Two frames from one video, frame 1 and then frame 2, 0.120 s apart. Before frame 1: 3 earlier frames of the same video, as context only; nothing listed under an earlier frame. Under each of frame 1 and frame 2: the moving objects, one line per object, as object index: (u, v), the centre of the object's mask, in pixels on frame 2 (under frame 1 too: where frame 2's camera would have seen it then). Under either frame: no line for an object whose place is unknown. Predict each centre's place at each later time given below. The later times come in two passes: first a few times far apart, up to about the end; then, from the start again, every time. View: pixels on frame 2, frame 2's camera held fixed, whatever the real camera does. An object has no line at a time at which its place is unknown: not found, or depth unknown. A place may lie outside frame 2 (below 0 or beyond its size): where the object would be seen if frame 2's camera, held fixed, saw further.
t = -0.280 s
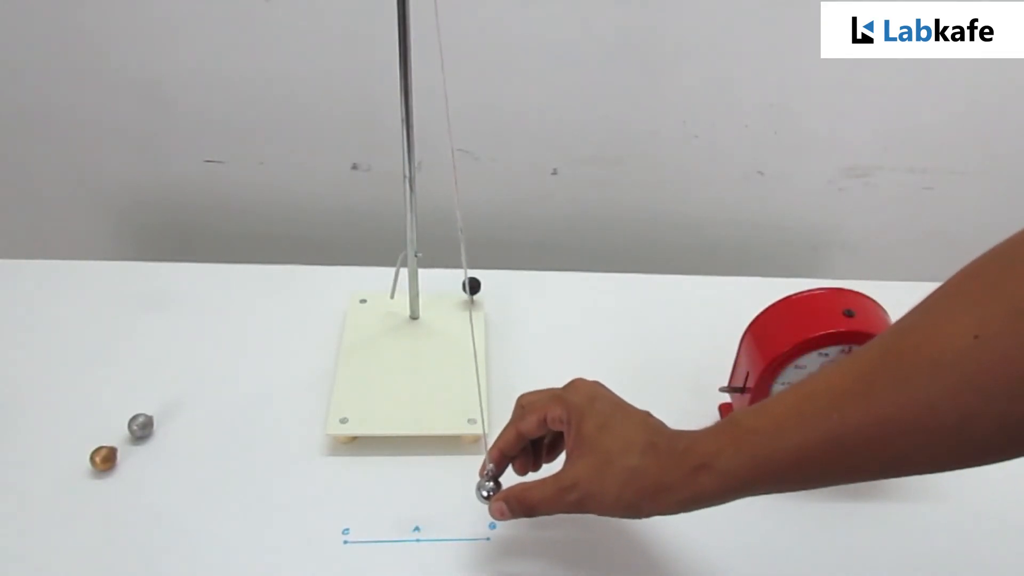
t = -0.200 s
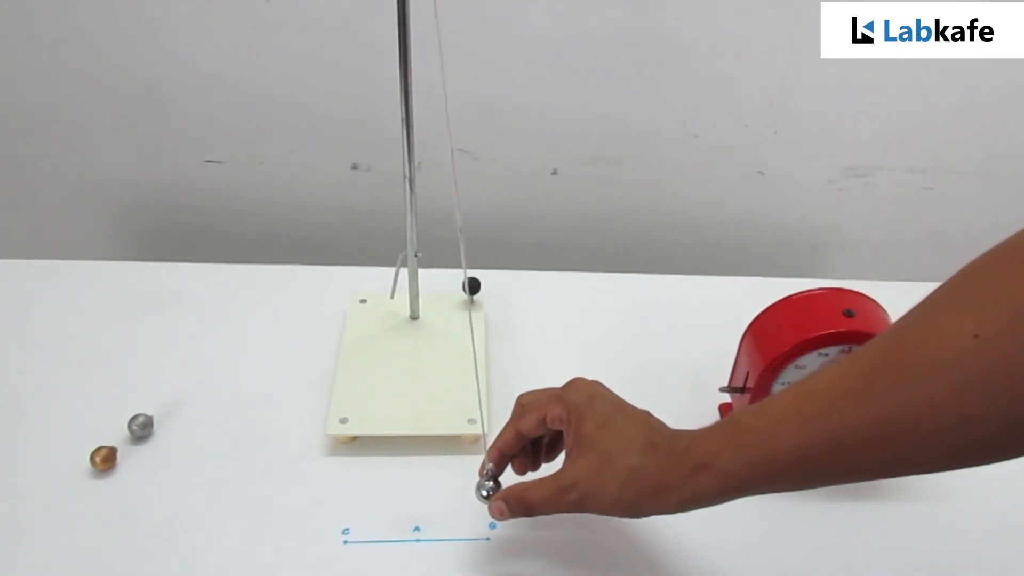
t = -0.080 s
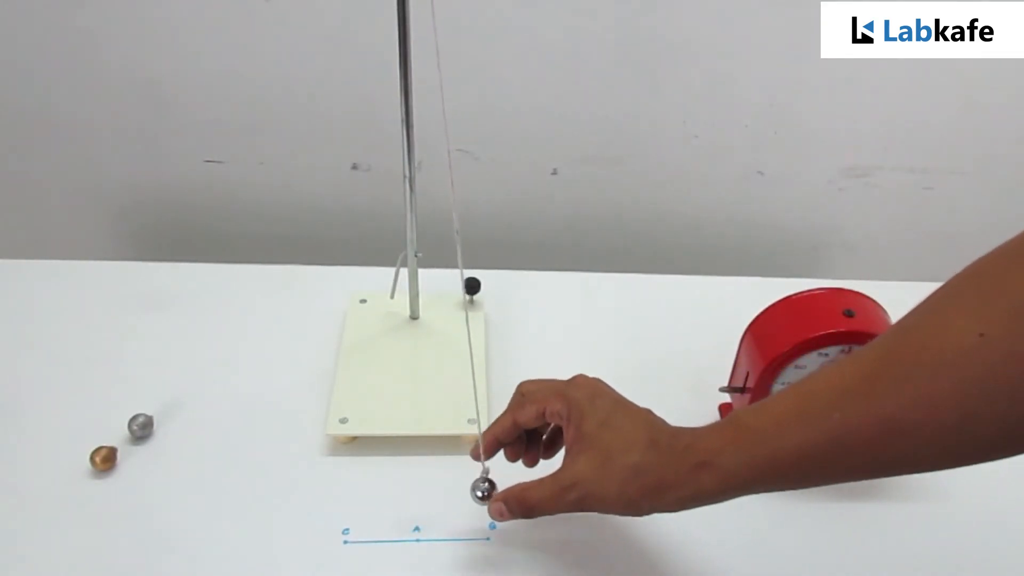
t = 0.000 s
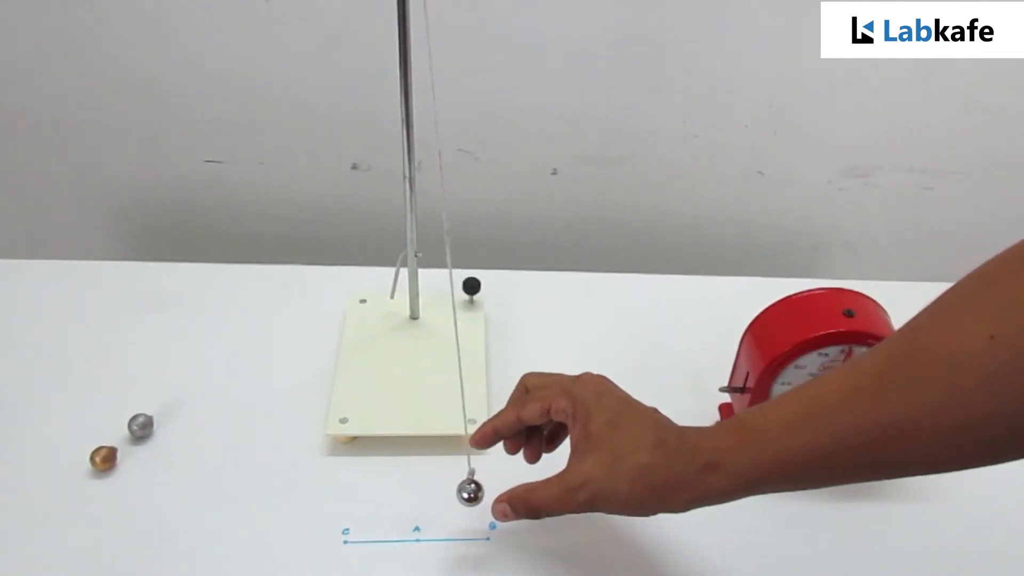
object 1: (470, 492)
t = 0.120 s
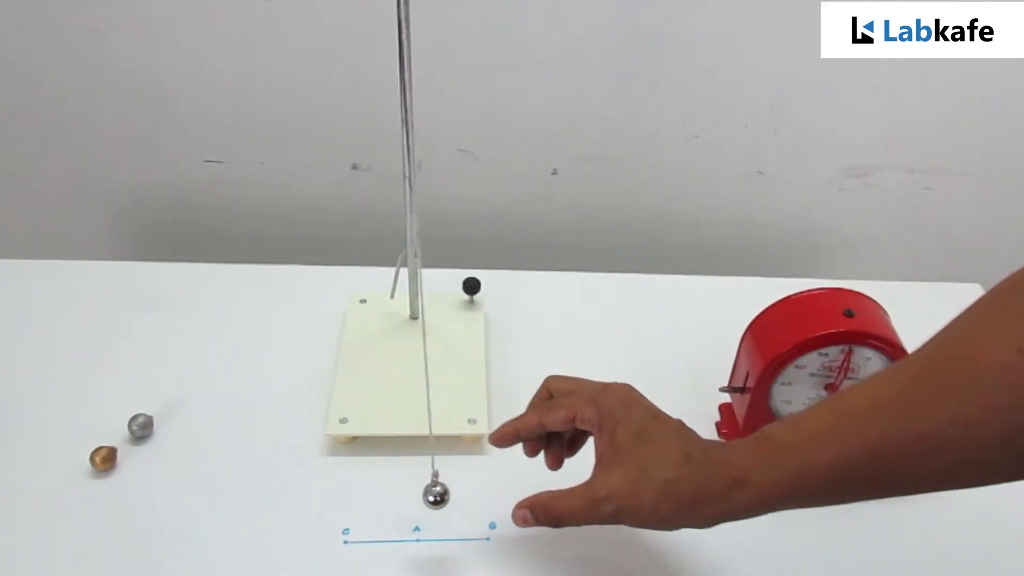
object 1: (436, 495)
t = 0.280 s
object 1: (381, 498)
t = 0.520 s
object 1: (328, 498)
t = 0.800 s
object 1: (368, 498)
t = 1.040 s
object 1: (449, 494)
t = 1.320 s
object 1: (486, 490)
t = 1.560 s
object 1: (434, 495)
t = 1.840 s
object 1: (345, 498)
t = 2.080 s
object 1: (333, 498)
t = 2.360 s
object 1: (410, 497)
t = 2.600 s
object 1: (478, 491)
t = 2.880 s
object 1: (467, 493)
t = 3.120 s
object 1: (391, 498)
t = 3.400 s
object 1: (328, 499)
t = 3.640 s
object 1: (360, 499)
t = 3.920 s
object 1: (451, 494)
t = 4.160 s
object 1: (487, 490)
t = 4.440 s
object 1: (431, 495)
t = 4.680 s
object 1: (353, 499)
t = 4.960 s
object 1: (335, 499)
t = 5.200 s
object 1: (400, 497)
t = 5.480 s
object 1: (479, 491)
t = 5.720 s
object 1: (473, 492)
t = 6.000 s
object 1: (388, 498)
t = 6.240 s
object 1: (332, 499)
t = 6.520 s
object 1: (363, 499)
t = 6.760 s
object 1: (442, 496)
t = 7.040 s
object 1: (486, 491)
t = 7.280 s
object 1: (441, 495)
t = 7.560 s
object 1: (352, 498)
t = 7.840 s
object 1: (338, 499)
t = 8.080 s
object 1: (403, 497)
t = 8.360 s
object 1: (479, 491)
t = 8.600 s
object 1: (471, 492)
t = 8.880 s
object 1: (386, 498)
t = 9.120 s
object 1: (332, 499)
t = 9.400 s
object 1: (366, 499)
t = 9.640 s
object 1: (444, 495)
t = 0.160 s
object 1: (422, 496)
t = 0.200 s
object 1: (408, 496)
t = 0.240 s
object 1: (395, 497)
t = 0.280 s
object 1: (381, 498)
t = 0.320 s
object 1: (368, 498)
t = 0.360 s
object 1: (356, 498)
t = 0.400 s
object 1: (346, 498)
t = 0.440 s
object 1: (338, 498)
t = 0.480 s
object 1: (332, 498)
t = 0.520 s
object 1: (328, 498)
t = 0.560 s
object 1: (327, 498)
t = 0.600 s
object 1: (328, 498)
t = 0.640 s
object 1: (332, 498)
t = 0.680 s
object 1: (338, 498)
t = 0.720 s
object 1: (346, 498)
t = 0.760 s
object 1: (357, 498)
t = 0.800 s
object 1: (368, 498)
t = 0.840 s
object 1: (382, 498)
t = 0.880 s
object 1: (395, 497)
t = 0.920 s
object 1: (409, 497)
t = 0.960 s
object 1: (423, 496)
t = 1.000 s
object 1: (437, 495)
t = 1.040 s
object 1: (449, 494)
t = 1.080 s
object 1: (460, 493)
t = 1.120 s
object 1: (470, 492)
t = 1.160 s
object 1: (478, 491)
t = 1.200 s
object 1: (484, 491)
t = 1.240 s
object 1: (487, 490)
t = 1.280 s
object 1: (488, 490)
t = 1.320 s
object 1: (486, 490)
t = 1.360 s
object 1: (482, 491)
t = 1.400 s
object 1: (477, 491)
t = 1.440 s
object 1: (469, 492)
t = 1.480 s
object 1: (459, 493)
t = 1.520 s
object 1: (447, 494)
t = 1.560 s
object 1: (434, 495)
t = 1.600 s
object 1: (421, 496)
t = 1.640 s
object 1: (407, 497)
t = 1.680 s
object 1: (393, 497)
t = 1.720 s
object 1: (379, 497)
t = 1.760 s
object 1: (366, 498)
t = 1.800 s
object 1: (355, 498)
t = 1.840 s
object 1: (345, 498)
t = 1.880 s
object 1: (337, 498)
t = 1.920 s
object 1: (331, 498)
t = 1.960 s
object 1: (328, 498)
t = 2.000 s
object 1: (327, 498)
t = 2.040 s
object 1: (329, 498)
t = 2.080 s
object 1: (333, 498)
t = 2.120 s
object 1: (339, 498)
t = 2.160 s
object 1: (348, 498)
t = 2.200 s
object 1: (358, 498)
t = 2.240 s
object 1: (370, 498)
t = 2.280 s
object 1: (383, 498)
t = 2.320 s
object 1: (396, 497)
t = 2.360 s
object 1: (410, 497)
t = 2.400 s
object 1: (424, 496)
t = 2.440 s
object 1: (438, 495)
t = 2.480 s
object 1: (450, 494)
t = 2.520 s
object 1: (461, 493)
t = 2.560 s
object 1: (471, 492)
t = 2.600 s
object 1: (478, 491)
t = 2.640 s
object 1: (484, 491)
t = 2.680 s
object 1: (486, 491)
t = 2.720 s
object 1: (487, 491)
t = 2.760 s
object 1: (486, 491)
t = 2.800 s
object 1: (482, 491)
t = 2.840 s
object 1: (475, 492)
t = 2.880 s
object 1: (467, 493)
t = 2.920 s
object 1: (457, 494)
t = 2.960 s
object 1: (445, 495)
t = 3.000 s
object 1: (433, 496)
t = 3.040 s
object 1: (419, 496)
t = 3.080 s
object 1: (405, 497)
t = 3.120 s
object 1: (391, 498)
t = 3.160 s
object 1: (378, 499)
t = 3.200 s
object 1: (365, 498)
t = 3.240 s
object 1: (354, 499)
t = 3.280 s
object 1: (345, 499)
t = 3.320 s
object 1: (337, 499)
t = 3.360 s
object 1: (331, 499)
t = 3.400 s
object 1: (328, 499)
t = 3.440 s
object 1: (328, 499)
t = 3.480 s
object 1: (330, 499)
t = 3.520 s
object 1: (334, 499)
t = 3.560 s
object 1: (340, 499)
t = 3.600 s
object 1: (349, 499)
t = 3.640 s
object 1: (360, 499)
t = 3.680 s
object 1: (372, 499)
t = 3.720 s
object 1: (385, 498)
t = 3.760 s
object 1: (398, 497)
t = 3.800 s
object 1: (412, 497)
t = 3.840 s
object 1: (426, 496)
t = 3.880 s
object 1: (439, 495)
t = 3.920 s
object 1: (451, 494)
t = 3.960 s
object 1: (462, 493)
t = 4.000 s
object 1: (471, 492)
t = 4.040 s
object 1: (479, 492)
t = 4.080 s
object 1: (484, 491)
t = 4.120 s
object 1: (486, 491)
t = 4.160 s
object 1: (487, 490)
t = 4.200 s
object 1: (485, 491)
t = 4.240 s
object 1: (481, 491)
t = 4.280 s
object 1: (474, 492)
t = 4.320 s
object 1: (466, 493)
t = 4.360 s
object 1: (455, 494)
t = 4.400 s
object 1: (444, 494)
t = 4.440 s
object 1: (431, 495)
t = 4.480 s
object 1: (417, 496)
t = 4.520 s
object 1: (404, 497)
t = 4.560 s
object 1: (390, 498)
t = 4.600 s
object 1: (377, 498)
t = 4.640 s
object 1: (364, 498)
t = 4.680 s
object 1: (353, 499)
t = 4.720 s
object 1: (344, 498)
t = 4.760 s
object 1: (337, 498)
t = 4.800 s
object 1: (332, 498)
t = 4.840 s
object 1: (329, 498)
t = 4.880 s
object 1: (329, 498)
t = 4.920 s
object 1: (331, 498)
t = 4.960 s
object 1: (335, 499)
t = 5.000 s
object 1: (342, 499)
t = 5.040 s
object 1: (351, 499)
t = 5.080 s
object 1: (362, 498)
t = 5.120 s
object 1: (373, 498)
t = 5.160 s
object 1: (386, 498)
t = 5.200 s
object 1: (400, 497)
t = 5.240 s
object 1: (414, 497)
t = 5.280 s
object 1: (427, 496)
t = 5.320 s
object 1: (440, 495)
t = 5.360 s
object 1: (452, 494)
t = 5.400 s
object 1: (463, 493)
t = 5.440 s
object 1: (472, 492)
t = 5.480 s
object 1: (479, 491)
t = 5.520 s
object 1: (484, 491)
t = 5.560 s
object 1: (486, 491)
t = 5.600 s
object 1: (486, 491)
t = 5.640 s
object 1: (484, 491)
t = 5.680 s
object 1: (480, 491)
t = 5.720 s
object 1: (473, 492)
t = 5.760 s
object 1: (464, 493)
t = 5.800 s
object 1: (454, 494)
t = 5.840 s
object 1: (442, 495)
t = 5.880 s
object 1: (429, 496)
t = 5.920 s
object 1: (416, 497)
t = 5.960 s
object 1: (402, 497)
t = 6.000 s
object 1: (388, 498)
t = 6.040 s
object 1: (375, 499)
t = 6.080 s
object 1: (363, 499)
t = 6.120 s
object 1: (353, 499)
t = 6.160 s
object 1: (344, 499)
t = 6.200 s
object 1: (337, 499)
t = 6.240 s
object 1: (332, 499)
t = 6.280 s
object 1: (329, 499)
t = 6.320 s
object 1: (329, 499)
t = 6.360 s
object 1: (332, 499)
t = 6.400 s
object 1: (336, 499)
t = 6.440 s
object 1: (343, 499)
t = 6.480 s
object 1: (352, 500)
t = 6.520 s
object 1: (363, 499)
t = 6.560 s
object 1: (375, 499)
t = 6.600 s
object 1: (388, 499)
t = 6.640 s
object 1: (402, 498)
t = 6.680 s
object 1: (415, 497)
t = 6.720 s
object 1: (429, 496)
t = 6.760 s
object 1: (442, 496)
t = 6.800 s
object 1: (454, 495)
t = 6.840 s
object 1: (464, 494)
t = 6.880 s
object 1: (473, 492)
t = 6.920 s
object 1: (479, 492)
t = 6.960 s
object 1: (484, 491)
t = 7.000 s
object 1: (486, 491)
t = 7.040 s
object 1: (486, 491)
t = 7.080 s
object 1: (483, 491)
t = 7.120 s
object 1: (479, 492)
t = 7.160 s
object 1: (472, 492)
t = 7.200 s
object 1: (463, 493)
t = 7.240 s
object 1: (453, 494)
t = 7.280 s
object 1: (441, 495)
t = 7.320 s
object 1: (428, 496)
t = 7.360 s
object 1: (414, 496)
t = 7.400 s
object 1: (401, 497)
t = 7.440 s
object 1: (387, 498)
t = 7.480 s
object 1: (374, 498)
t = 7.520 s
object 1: (363, 498)
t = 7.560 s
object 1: (352, 498)
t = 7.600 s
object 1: (343, 498)
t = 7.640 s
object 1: (336, 498)
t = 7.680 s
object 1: (332, 498)
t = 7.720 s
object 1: (329, 499)
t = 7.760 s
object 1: (330, 498)
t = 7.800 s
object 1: (333, 498)
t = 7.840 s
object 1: (338, 499)
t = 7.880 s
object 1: (345, 499)
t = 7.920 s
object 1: (354, 499)
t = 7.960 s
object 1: (365, 498)
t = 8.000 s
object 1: (377, 498)
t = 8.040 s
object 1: (390, 498)
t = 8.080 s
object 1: (403, 497)
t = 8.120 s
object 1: (417, 496)
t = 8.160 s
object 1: (430, 496)
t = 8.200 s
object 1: (443, 495)
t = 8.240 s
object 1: (455, 494)
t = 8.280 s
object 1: (465, 493)
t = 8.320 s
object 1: (473, 492)
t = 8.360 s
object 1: (479, 491)
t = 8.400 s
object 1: (484, 491)
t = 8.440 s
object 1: (486, 491)
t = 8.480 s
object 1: (485, 491)
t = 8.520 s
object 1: (483, 491)
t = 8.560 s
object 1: (478, 492)
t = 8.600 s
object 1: (471, 492)
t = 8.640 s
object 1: (462, 493)
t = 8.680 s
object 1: (451, 494)
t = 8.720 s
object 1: (439, 495)
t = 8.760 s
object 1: (426, 496)
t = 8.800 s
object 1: (413, 497)
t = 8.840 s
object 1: (399, 497)
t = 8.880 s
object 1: (386, 498)
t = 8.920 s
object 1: (373, 498)
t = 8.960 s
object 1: (362, 498)
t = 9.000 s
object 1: (351, 499)
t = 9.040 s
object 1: (343, 498)
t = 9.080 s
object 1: (336, 499)
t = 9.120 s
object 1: (332, 499)
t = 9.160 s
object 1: (330, 499)
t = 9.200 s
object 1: (330, 499)
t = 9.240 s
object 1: (333, 499)
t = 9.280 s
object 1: (339, 499)
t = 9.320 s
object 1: (346, 499)
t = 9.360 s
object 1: (356, 499)
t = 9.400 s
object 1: (366, 499)
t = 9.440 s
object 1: (378, 499)
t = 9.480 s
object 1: (391, 498)
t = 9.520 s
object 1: (405, 498)
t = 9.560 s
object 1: (419, 497)
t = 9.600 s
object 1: (432, 496)
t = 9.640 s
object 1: (444, 495)
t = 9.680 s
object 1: (455, 494)
